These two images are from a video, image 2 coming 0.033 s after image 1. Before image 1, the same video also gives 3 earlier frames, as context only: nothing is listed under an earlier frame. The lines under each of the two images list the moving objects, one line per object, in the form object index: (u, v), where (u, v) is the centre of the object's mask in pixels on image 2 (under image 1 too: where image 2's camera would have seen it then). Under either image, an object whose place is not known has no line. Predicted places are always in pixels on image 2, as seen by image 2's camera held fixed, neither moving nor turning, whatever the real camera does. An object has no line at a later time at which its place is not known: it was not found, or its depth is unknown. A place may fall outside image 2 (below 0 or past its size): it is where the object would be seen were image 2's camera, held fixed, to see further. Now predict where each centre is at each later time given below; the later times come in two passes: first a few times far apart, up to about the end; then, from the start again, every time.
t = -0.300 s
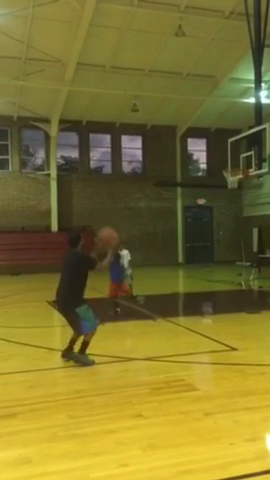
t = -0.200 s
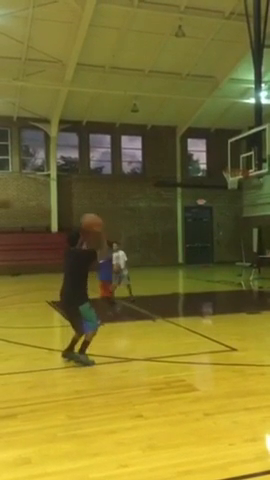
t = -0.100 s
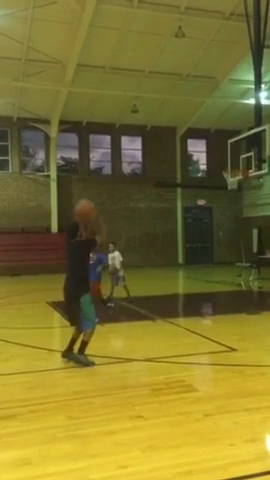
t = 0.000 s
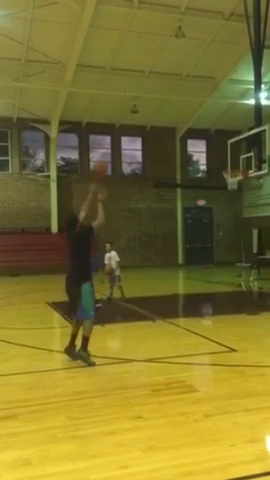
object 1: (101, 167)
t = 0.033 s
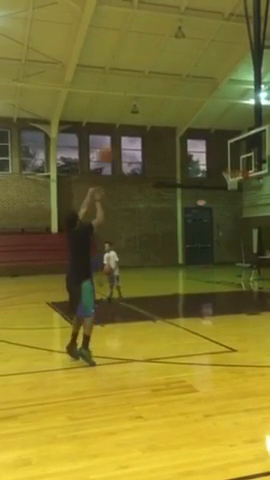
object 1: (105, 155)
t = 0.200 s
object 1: (136, 107)
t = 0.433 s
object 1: (171, 81)
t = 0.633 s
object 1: (192, 86)
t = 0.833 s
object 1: (210, 108)
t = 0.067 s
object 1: (113, 140)
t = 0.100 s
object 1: (117, 131)
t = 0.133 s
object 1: (125, 125)
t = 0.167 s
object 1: (130, 113)
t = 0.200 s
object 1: (136, 107)
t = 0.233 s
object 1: (142, 101)
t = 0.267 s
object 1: (147, 95)
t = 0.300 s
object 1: (153, 91)
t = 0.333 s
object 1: (157, 87)
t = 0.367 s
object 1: (162, 85)
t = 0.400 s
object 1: (166, 83)
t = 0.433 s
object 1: (171, 81)
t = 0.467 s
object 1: (174, 80)
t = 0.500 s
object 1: (178, 81)
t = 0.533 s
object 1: (182, 81)
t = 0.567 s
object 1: (185, 82)
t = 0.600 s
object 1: (189, 84)
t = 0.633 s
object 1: (192, 86)
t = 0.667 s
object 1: (196, 89)
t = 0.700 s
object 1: (199, 92)
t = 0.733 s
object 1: (202, 96)
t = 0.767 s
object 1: (205, 99)
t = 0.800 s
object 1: (207, 104)
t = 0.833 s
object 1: (210, 108)
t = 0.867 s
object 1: (212, 113)
